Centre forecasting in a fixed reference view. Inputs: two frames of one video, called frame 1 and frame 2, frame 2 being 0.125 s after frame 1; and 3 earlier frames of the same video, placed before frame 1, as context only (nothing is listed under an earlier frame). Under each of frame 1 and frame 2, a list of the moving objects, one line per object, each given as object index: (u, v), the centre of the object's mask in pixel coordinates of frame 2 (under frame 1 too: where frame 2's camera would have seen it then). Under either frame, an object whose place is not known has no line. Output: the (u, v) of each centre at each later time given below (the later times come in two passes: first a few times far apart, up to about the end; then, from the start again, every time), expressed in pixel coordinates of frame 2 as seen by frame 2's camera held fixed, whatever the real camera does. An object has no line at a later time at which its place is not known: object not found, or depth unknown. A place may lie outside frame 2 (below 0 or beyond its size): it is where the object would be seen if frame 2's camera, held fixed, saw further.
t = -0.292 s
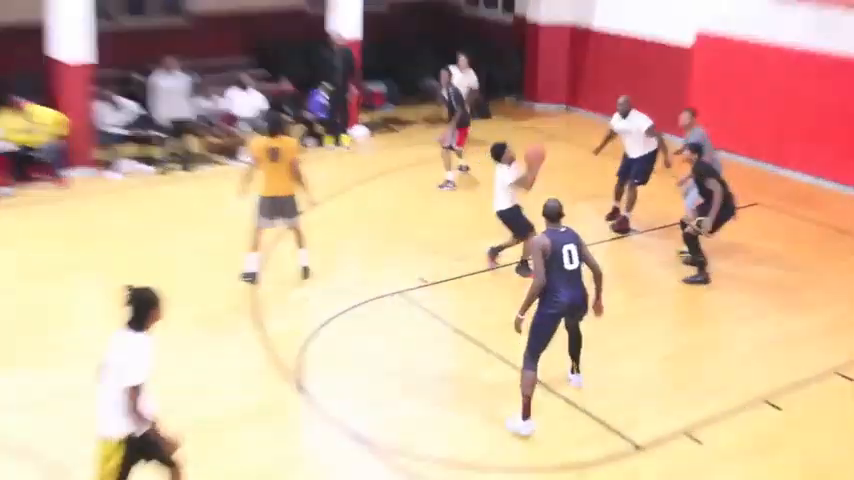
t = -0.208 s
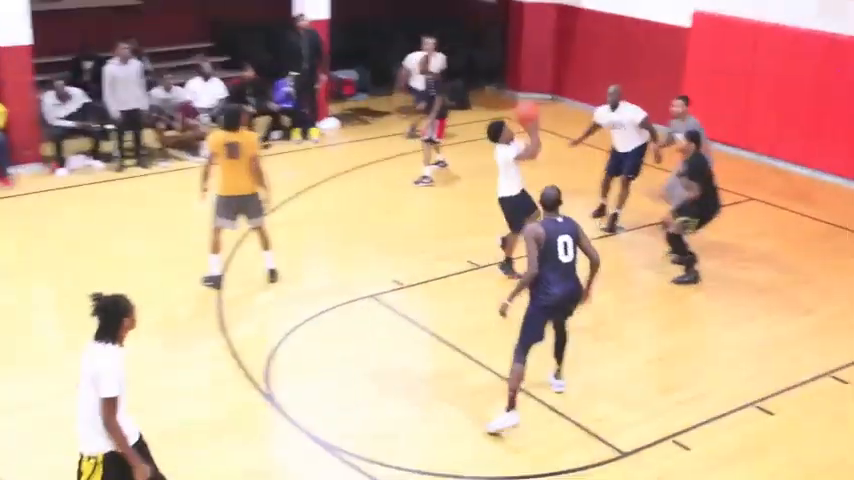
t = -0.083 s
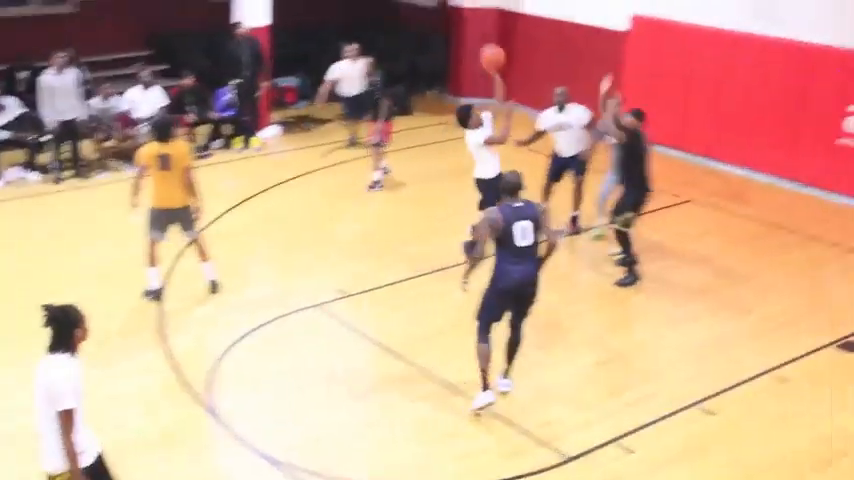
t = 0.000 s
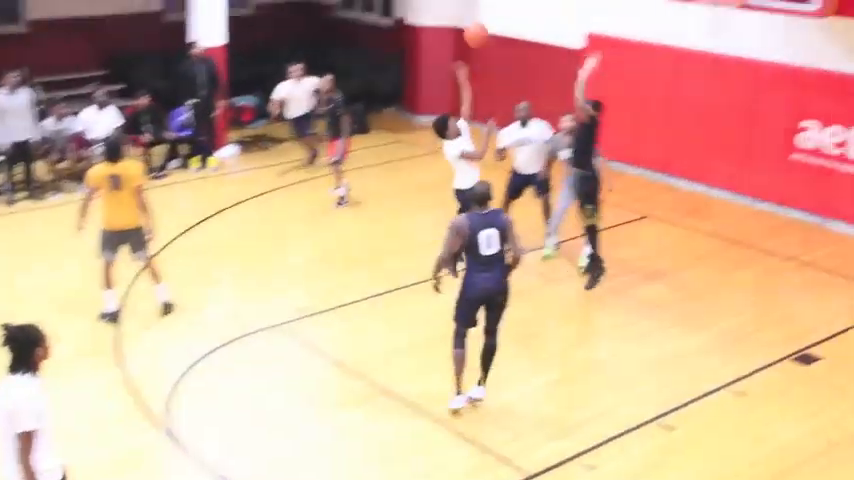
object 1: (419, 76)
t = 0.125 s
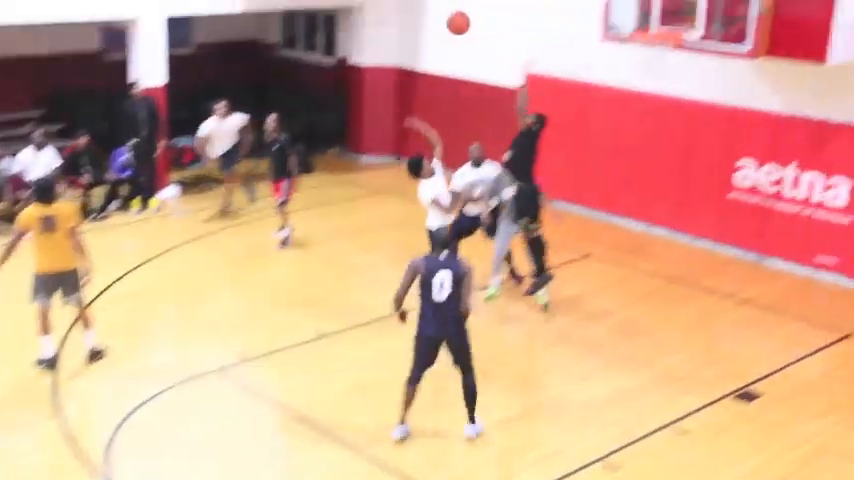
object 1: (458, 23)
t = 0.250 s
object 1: (496, -13)
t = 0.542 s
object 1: (578, -30)
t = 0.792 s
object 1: (641, 24)
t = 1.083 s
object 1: (661, 68)
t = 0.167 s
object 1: (471, 9)
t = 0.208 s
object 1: (484, -3)
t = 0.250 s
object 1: (496, -13)
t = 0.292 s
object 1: (508, -20)
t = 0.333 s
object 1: (520, -27)
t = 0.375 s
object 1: (532, -31)
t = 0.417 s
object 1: (544, -33)
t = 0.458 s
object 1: (555, -34)
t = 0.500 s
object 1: (567, -33)
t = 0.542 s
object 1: (578, -30)
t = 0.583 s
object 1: (589, -25)
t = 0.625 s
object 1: (600, -19)
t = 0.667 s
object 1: (611, -11)
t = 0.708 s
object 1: (622, -2)
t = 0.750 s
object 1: (635, 11)
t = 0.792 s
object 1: (641, 24)
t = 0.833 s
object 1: (653, 31)
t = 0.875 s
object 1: (660, 50)
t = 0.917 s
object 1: (665, 61)
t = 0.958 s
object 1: (663, 61)
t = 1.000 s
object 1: (663, 61)
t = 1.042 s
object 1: (662, 63)
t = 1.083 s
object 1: (661, 68)
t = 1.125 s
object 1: (659, 75)
